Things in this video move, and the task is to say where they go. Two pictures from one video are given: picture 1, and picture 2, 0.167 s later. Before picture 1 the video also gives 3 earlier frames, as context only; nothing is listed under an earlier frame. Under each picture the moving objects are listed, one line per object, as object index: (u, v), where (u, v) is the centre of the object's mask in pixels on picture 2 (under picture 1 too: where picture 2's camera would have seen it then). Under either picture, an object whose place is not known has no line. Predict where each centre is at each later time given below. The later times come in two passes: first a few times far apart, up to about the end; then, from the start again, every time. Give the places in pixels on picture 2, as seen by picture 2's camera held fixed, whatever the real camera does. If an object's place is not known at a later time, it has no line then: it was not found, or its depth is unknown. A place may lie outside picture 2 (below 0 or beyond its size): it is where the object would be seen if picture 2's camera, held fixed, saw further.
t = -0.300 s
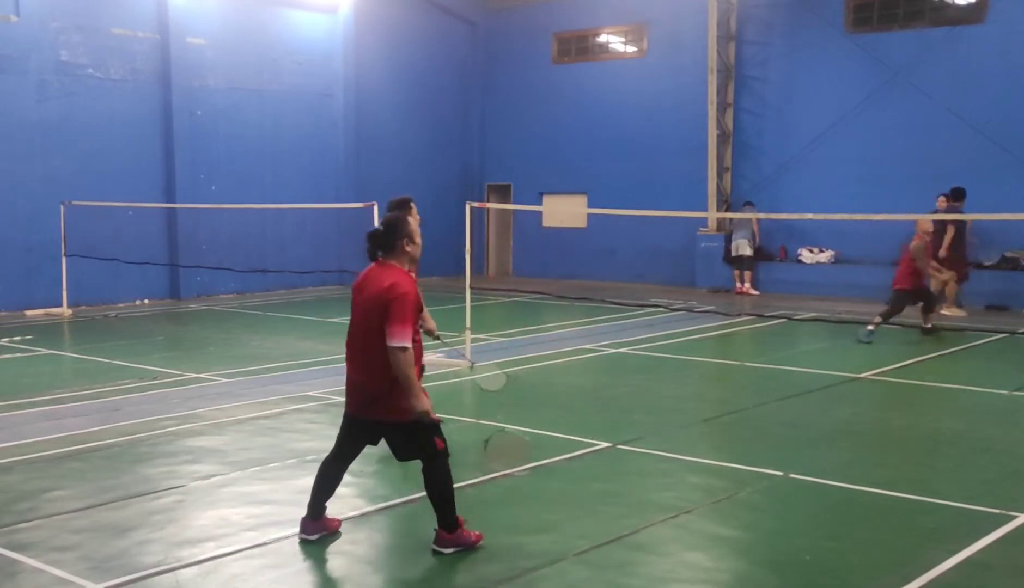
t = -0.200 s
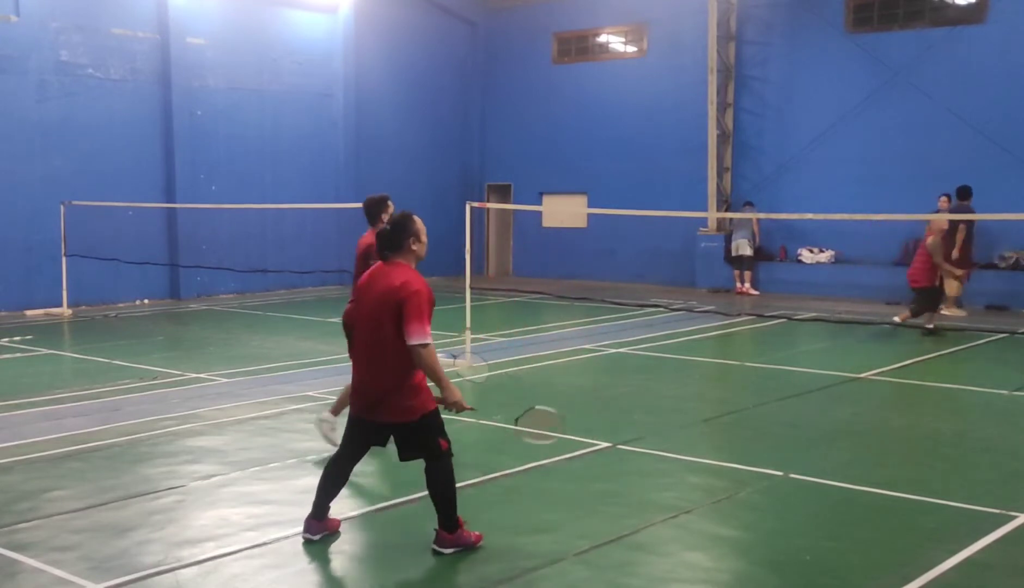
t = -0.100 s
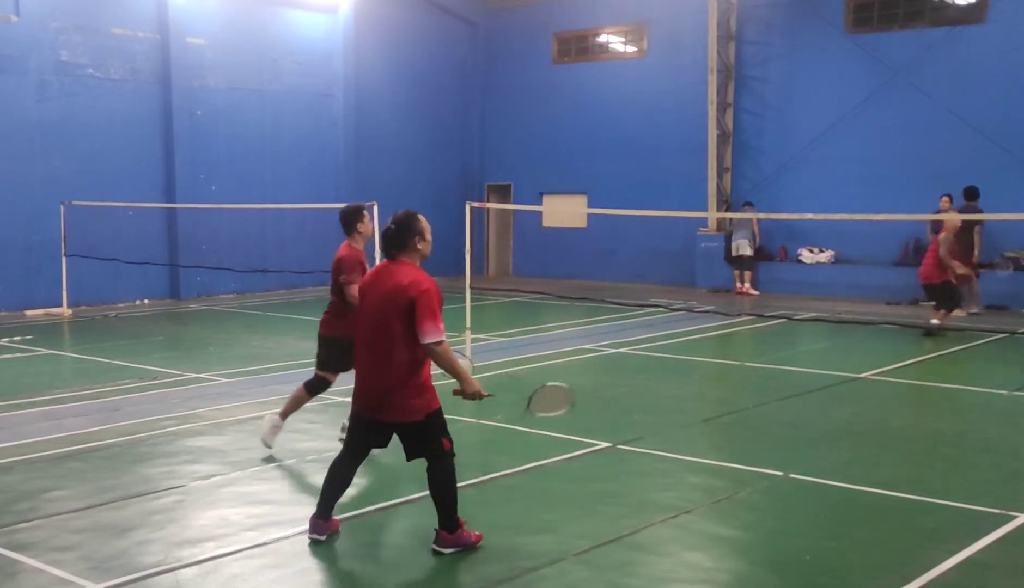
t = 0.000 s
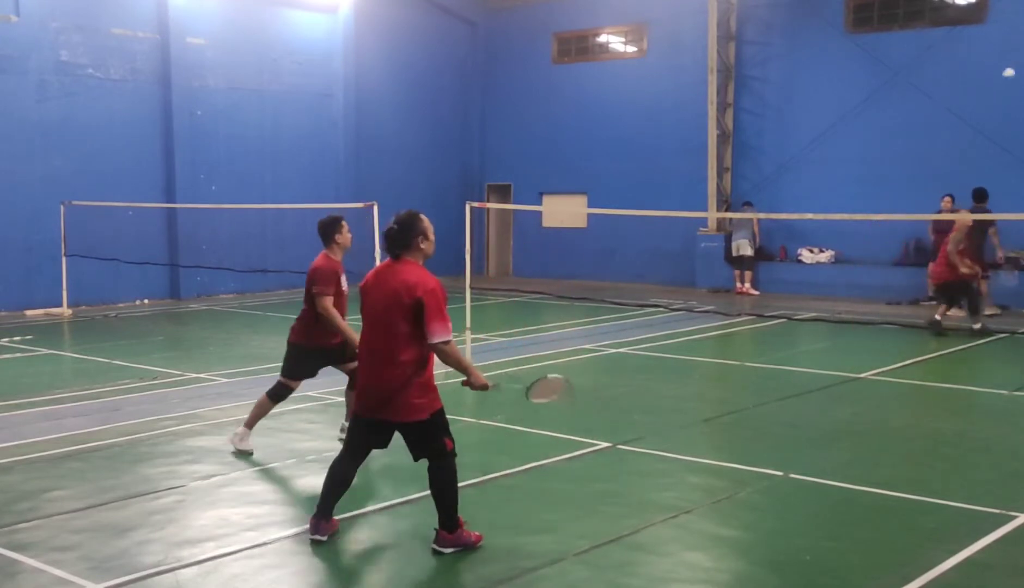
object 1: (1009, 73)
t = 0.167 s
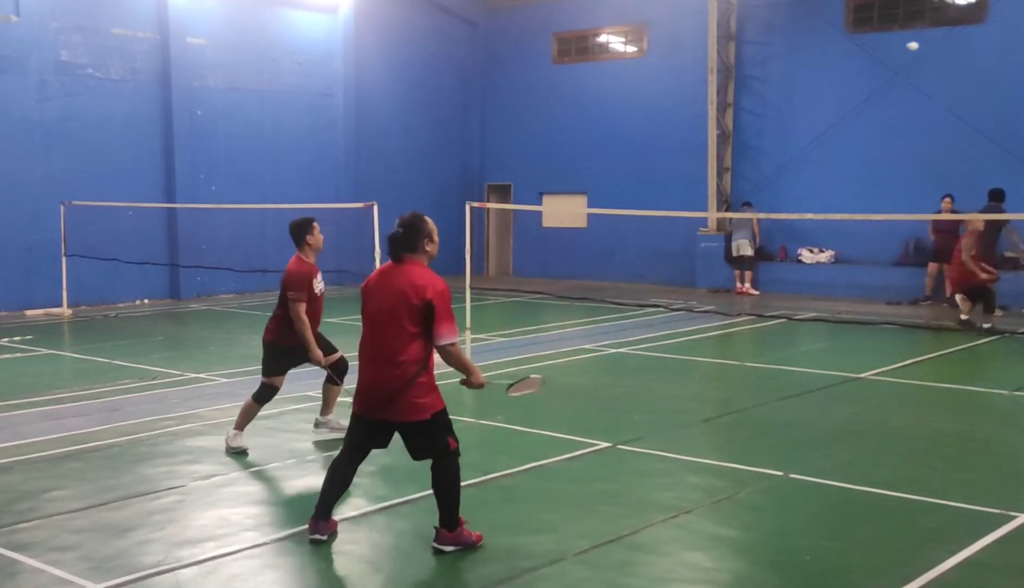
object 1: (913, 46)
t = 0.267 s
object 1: (862, 45)
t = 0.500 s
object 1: (756, 88)
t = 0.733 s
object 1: (664, 187)
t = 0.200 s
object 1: (895, 44)
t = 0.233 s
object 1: (879, 44)
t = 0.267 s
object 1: (862, 45)
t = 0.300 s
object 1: (846, 47)
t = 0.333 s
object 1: (830, 50)
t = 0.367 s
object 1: (815, 56)
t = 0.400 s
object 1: (800, 62)
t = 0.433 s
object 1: (785, 69)
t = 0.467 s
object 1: (770, 78)
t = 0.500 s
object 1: (756, 88)
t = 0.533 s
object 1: (741, 99)
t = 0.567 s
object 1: (728, 111)
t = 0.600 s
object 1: (714, 124)
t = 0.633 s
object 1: (701, 138)
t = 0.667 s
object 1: (688, 153)
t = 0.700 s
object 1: (676, 170)
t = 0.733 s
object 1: (664, 187)
